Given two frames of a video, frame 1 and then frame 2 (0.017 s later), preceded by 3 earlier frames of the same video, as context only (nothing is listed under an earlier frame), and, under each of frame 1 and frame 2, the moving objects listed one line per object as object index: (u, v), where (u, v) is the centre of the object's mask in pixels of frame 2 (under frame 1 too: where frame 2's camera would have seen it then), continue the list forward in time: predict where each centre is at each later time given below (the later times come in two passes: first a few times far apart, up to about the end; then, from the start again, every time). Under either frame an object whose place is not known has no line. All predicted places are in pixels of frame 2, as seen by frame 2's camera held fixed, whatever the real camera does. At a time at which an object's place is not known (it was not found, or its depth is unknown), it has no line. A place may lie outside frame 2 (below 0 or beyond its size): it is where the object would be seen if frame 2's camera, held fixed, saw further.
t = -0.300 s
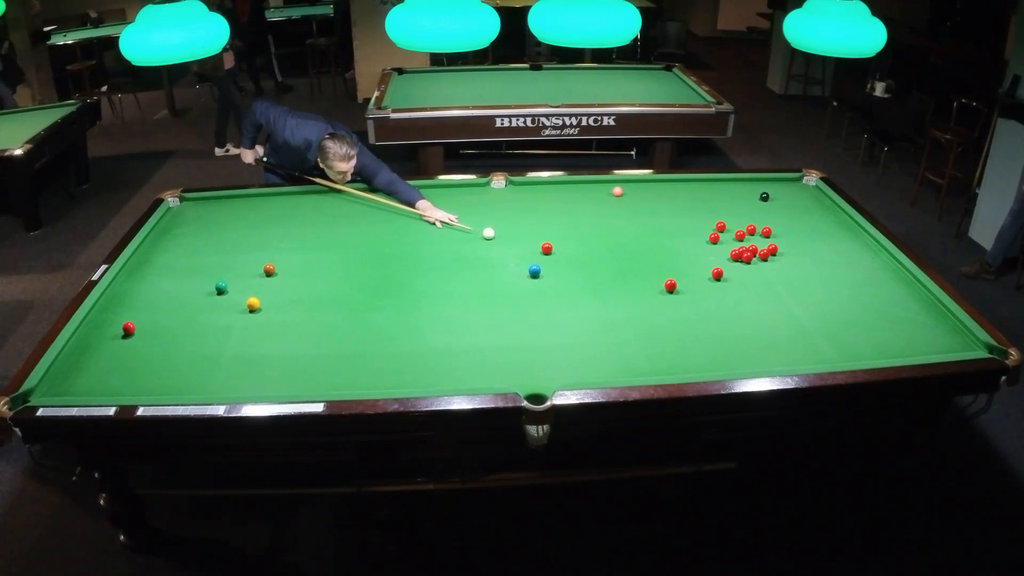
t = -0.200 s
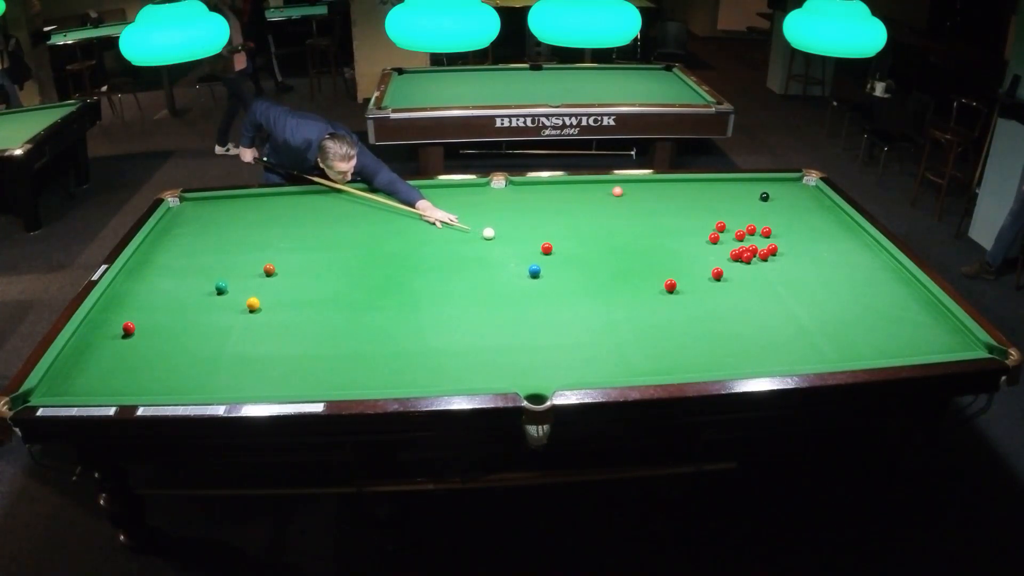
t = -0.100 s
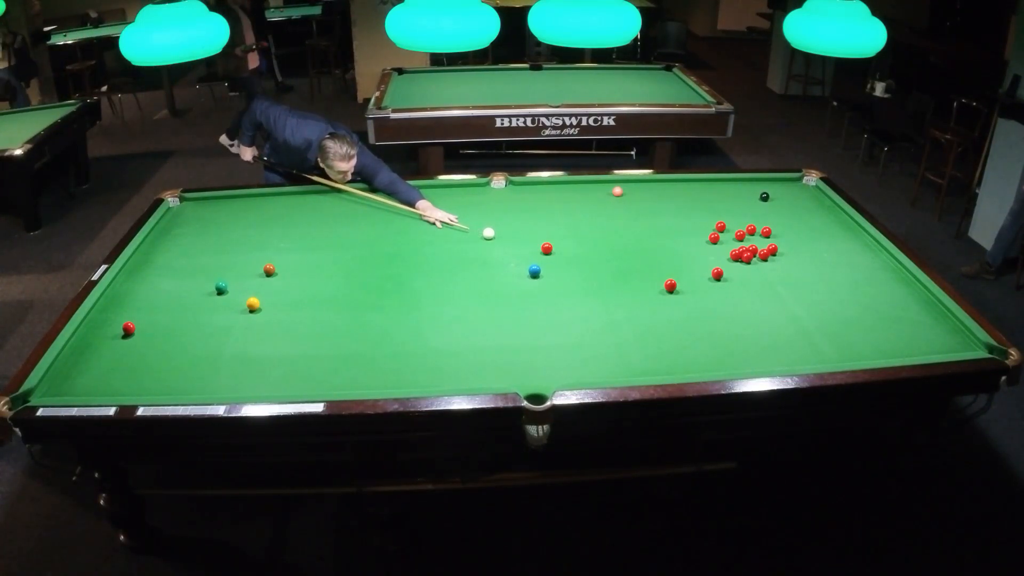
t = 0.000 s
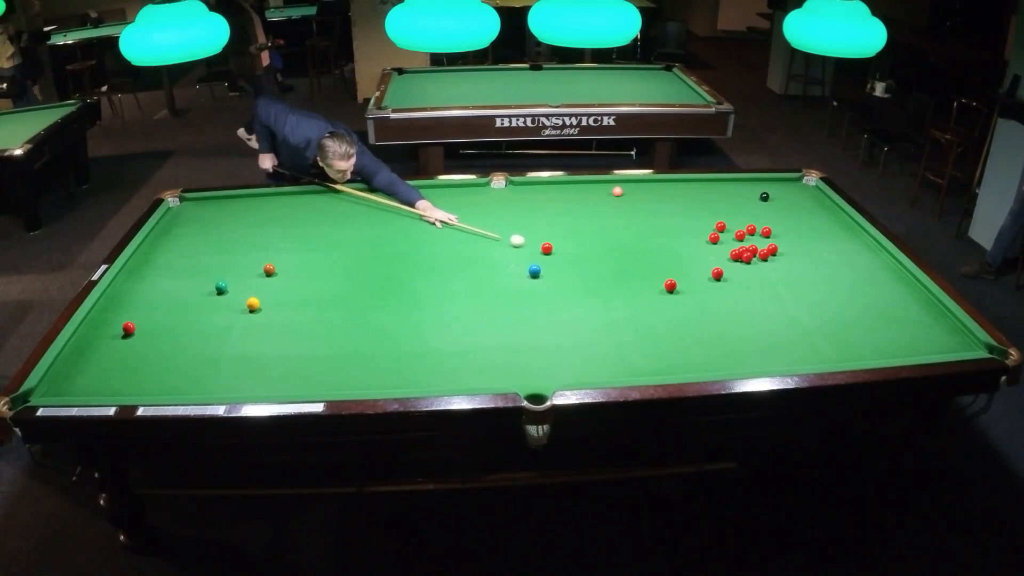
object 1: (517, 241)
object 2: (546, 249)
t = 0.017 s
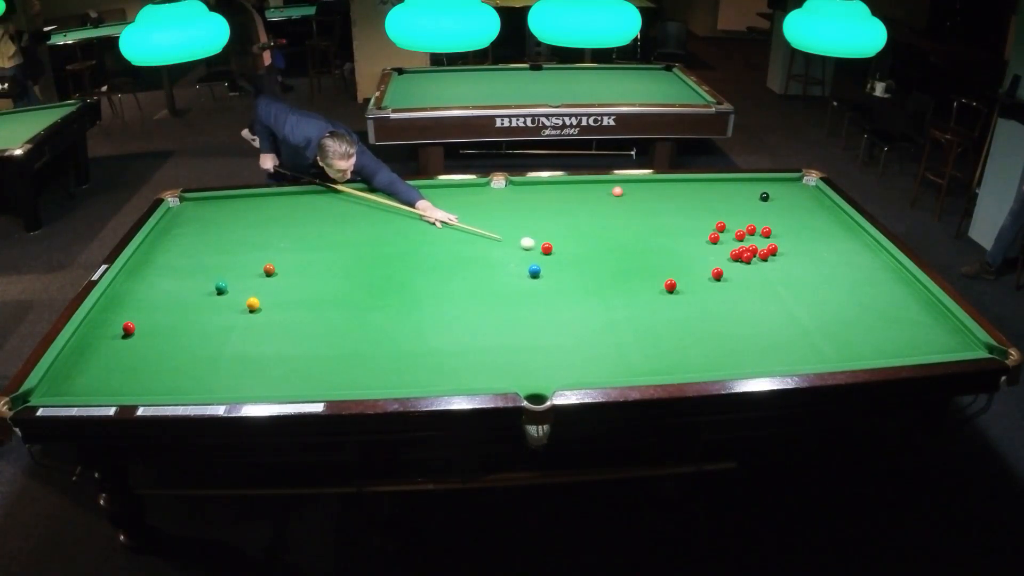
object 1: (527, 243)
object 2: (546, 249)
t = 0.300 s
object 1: (532, 249)
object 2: (695, 282)
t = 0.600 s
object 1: (528, 252)
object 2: (849, 318)
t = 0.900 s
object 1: (526, 254)
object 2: (999, 353)
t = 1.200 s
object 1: (524, 255)
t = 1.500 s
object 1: (524, 255)
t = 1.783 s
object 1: (524, 255)
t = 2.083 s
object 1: (524, 255)
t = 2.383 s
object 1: (524, 255)
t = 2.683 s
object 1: (524, 255)
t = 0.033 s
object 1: (536, 246)
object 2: (548, 248)
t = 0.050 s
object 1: (536, 246)
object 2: (558, 251)
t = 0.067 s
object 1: (536, 247)
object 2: (568, 253)
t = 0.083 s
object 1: (535, 247)
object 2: (578, 255)
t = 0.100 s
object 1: (535, 247)
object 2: (588, 258)
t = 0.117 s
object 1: (535, 247)
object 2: (598, 260)
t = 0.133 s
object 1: (535, 247)
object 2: (607, 262)
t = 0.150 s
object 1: (534, 247)
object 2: (617, 264)
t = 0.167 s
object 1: (534, 248)
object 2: (626, 266)
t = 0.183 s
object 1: (534, 248)
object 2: (635, 268)
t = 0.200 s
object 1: (533, 248)
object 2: (644, 270)
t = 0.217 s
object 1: (533, 248)
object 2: (653, 272)
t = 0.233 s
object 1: (533, 248)
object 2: (662, 274)
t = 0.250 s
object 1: (532, 249)
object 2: (670, 275)
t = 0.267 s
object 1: (532, 249)
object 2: (679, 278)
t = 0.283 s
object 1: (532, 249)
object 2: (687, 280)
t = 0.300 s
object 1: (532, 249)
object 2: (695, 282)
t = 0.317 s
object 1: (532, 249)
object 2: (704, 284)
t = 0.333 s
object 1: (531, 249)
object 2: (712, 285)
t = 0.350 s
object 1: (531, 249)
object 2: (721, 287)
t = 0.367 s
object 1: (531, 250)
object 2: (729, 289)
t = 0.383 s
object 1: (531, 250)
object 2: (738, 291)
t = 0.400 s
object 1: (531, 250)
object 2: (746, 293)
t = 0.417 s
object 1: (530, 250)
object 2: (755, 295)
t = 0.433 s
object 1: (530, 250)
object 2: (763, 297)
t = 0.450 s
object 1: (530, 251)
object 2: (772, 299)
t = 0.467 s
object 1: (530, 251)
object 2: (780, 301)
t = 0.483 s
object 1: (530, 251)
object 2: (789, 303)
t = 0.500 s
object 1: (530, 251)
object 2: (797, 305)
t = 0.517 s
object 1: (529, 251)
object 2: (806, 307)
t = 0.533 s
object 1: (529, 251)
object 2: (815, 310)
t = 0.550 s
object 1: (529, 251)
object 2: (823, 312)
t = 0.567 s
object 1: (529, 252)
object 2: (832, 314)
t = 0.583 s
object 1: (528, 252)
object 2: (840, 316)
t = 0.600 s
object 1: (528, 252)
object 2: (849, 318)
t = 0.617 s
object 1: (528, 252)
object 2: (858, 320)
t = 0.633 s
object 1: (528, 252)
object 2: (866, 322)
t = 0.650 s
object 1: (528, 252)
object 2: (875, 324)
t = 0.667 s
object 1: (528, 252)
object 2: (883, 326)
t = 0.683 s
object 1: (527, 252)
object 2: (892, 329)
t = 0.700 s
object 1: (527, 253)
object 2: (901, 330)
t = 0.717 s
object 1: (527, 253)
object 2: (909, 332)
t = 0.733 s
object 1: (527, 253)
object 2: (917, 334)
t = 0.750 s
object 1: (527, 253)
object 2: (926, 337)
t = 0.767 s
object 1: (527, 253)
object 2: (934, 339)
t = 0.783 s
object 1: (527, 253)
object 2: (943, 341)
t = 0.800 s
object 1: (526, 253)
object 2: (951, 343)
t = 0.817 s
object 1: (526, 253)
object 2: (959, 344)
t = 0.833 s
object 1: (526, 254)
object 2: (967, 346)
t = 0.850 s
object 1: (526, 254)
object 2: (975, 346)
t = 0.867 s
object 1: (526, 254)
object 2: (983, 348)
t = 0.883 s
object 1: (526, 254)
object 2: (991, 350)
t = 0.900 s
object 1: (526, 254)
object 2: (999, 353)
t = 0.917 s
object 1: (525, 254)
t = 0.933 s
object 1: (526, 254)
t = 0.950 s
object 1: (525, 254)
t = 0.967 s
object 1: (525, 254)
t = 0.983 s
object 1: (525, 254)
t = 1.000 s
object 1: (525, 254)
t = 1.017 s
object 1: (525, 254)
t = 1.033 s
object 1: (525, 254)
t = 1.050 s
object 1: (525, 255)
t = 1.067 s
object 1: (525, 254)
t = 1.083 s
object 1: (525, 255)
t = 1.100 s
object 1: (525, 255)
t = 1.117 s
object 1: (525, 255)
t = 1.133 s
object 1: (525, 255)
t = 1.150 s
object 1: (524, 255)
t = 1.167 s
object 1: (524, 255)
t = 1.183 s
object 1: (524, 255)
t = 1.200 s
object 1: (524, 255)
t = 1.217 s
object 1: (524, 255)
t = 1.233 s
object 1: (524, 255)
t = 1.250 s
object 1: (524, 255)
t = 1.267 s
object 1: (524, 255)
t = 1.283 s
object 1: (524, 255)
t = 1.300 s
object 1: (524, 255)
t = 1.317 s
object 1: (524, 255)
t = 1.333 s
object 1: (524, 255)
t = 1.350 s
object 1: (524, 255)
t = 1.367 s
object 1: (524, 255)
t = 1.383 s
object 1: (524, 255)
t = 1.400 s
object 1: (524, 255)
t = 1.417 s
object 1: (524, 256)
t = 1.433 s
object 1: (524, 256)
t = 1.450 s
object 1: (524, 255)
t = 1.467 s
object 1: (524, 255)
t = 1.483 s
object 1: (524, 256)
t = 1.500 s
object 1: (524, 255)
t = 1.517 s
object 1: (524, 255)
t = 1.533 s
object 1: (524, 255)
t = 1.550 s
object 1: (524, 255)
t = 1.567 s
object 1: (524, 255)
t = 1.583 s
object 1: (524, 255)
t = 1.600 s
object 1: (524, 256)
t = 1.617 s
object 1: (524, 256)
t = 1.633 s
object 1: (524, 255)
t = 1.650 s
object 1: (524, 256)
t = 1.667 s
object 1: (524, 256)
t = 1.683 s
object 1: (524, 255)
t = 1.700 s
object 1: (524, 256)
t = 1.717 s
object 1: (524, 256)
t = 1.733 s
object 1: (524, 256)
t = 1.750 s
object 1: (524, 255)
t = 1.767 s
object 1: (524, 255)
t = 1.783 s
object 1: (524, 255)
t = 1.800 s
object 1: (524, 255)
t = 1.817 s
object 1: (524, 255)
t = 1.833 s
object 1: (524, 255)
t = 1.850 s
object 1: (524, 255)
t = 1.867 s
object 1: (524, 255)
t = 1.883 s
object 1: (524, 255)
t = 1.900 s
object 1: (524, 255)
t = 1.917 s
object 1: (524, 255)
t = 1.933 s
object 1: (524, 255)
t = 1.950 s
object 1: (524, 255)
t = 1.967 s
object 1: (524, 255)
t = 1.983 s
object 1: (524, 255)
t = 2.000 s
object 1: (524, 255)
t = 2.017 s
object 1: (524, 255)
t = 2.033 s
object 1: (524, 255)
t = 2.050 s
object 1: (524, 255)
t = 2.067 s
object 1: (524, 255)
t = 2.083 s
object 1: (524, 255)
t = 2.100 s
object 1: (524, 255)
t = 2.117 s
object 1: (524, 255)
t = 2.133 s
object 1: (524, 255)
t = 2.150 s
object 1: (524, 255)
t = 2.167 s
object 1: (524, 255)
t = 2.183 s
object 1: (524, 255)
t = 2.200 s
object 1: (524, 255)
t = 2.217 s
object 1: (524, 255)
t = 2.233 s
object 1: (524, 255)
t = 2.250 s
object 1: (524, 255)
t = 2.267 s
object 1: (524, 255)
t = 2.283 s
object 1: (524, 255)
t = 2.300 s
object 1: (524, 255)
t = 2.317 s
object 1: (524, 255)
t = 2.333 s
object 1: (524, 255)
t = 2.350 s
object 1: (524, 255)
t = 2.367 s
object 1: (524, 255)
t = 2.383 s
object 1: (524, 255)
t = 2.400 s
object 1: (524, 255)
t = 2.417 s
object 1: (524, 255)
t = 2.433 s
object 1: (524, 255)
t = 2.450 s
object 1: (524, 255)
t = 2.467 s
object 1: (524, 255)
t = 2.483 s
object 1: (524, 255)
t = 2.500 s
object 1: (524, 255)
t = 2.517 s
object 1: (524, 255)
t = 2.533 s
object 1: (524, 255)
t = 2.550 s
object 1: (524, 255)
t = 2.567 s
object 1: (524, 255)
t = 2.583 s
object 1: (524, 255)
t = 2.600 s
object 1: (524, 255)
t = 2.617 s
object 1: (524, 255)
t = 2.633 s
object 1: (524, 255)
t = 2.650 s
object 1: (524, 255)
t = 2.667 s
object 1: (524, 255)
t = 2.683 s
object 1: (524, 255)
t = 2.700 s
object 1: (524, 255)
